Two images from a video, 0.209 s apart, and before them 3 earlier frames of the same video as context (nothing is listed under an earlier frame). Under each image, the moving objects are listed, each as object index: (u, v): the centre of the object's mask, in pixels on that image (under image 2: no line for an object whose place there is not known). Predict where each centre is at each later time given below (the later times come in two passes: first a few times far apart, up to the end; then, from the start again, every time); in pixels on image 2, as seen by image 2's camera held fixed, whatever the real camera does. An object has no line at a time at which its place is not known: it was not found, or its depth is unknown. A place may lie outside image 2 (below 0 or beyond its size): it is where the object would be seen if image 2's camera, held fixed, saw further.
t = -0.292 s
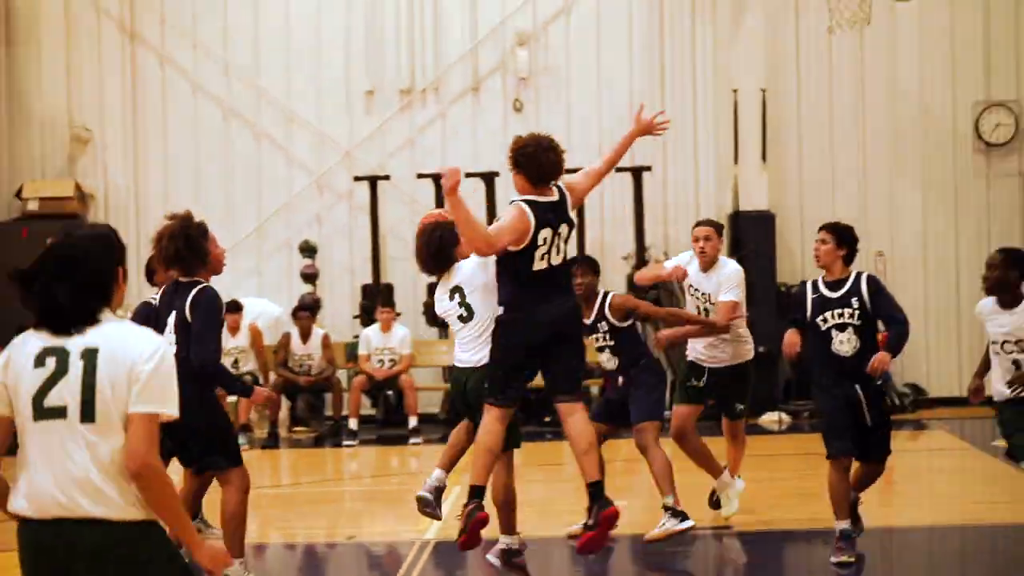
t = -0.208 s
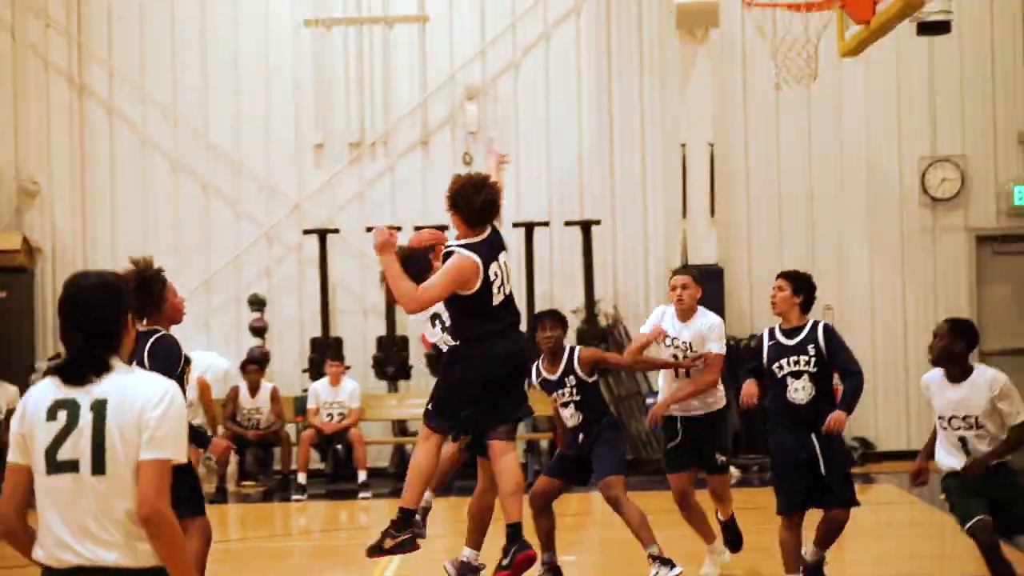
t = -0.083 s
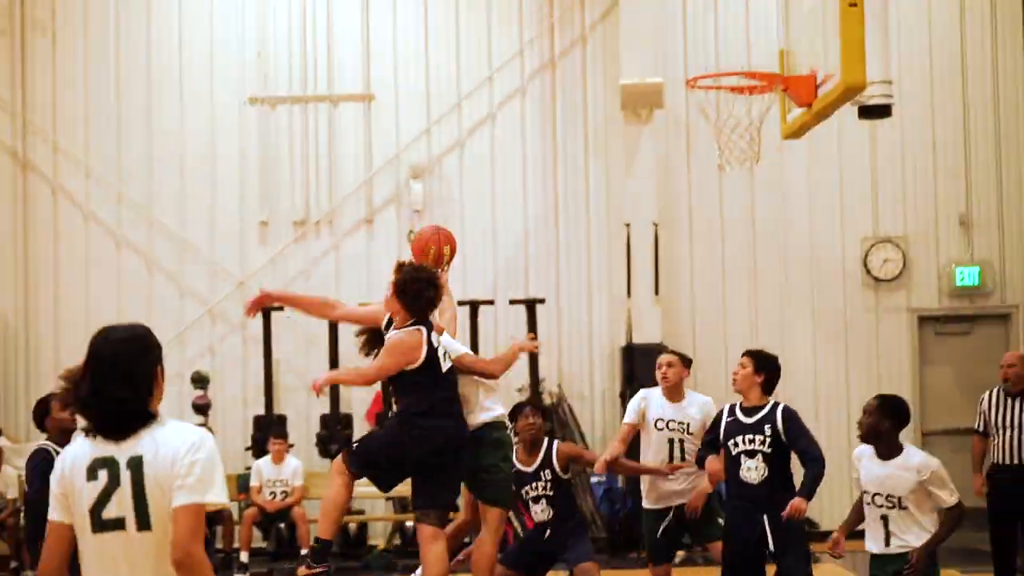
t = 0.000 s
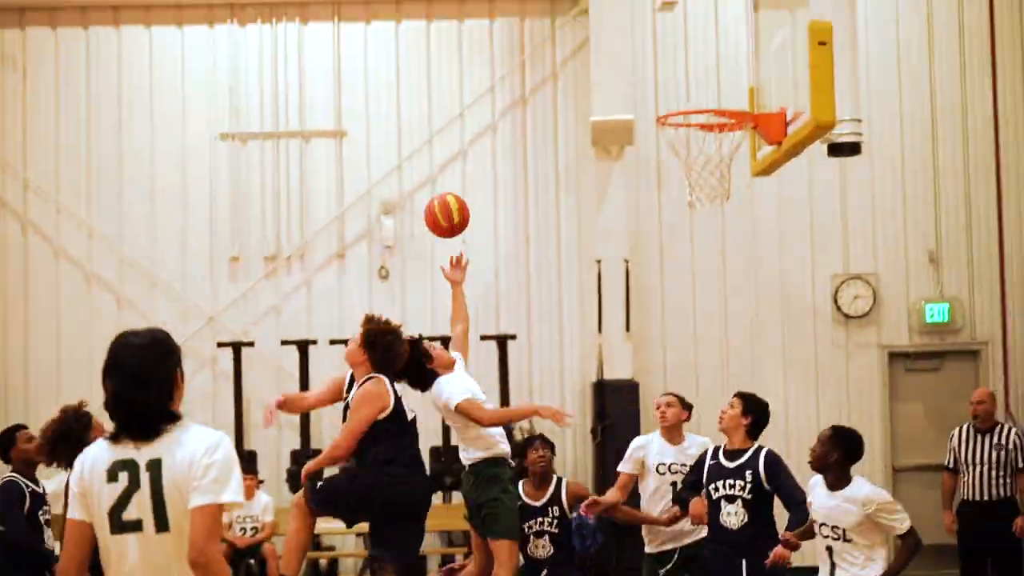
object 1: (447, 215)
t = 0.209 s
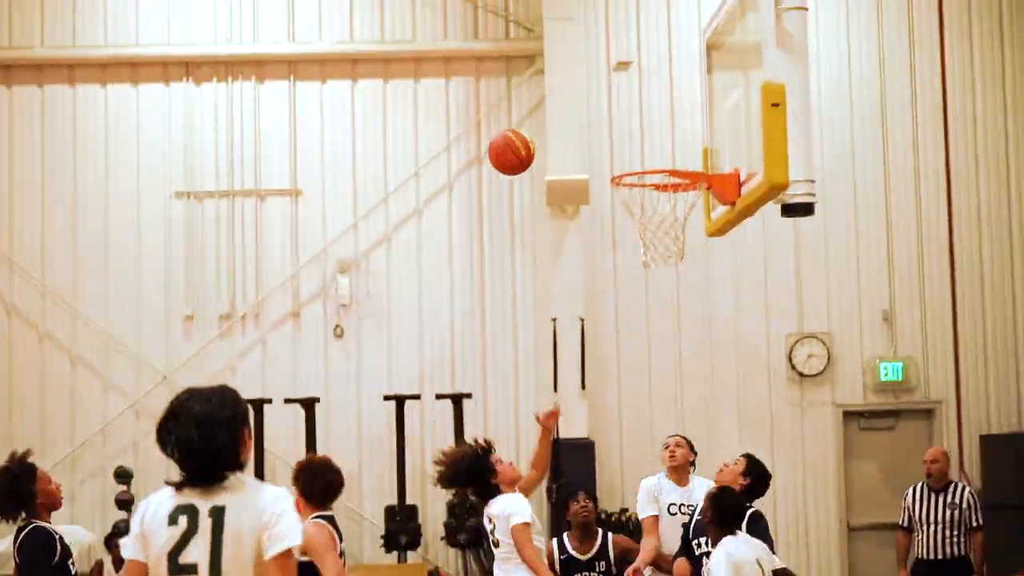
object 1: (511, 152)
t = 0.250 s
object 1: (533, 137)
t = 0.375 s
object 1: (598, 112)
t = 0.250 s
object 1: (533, 137)
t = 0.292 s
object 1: (554, 125)
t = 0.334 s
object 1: (576, 117)
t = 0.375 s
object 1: (598, 112)
